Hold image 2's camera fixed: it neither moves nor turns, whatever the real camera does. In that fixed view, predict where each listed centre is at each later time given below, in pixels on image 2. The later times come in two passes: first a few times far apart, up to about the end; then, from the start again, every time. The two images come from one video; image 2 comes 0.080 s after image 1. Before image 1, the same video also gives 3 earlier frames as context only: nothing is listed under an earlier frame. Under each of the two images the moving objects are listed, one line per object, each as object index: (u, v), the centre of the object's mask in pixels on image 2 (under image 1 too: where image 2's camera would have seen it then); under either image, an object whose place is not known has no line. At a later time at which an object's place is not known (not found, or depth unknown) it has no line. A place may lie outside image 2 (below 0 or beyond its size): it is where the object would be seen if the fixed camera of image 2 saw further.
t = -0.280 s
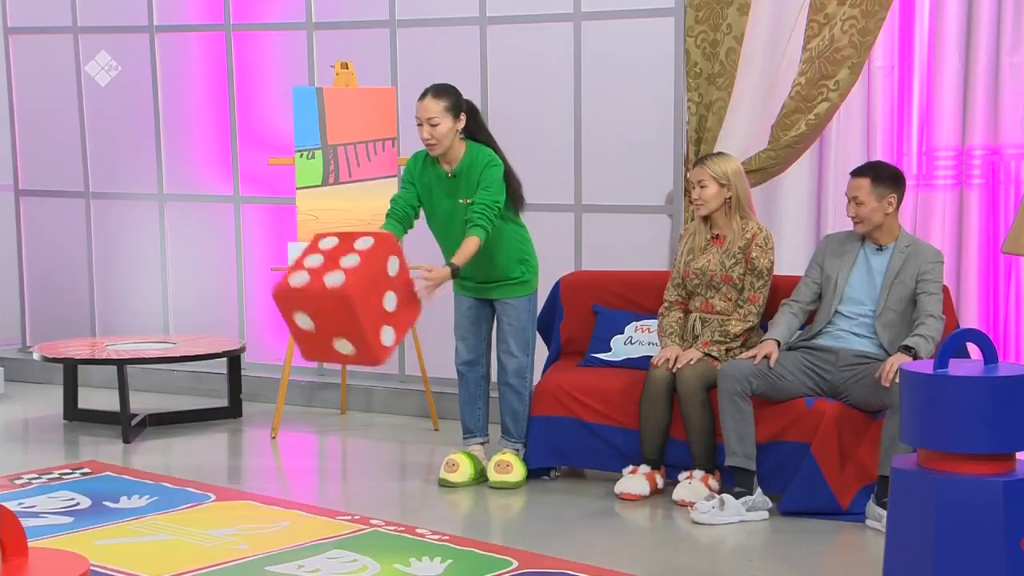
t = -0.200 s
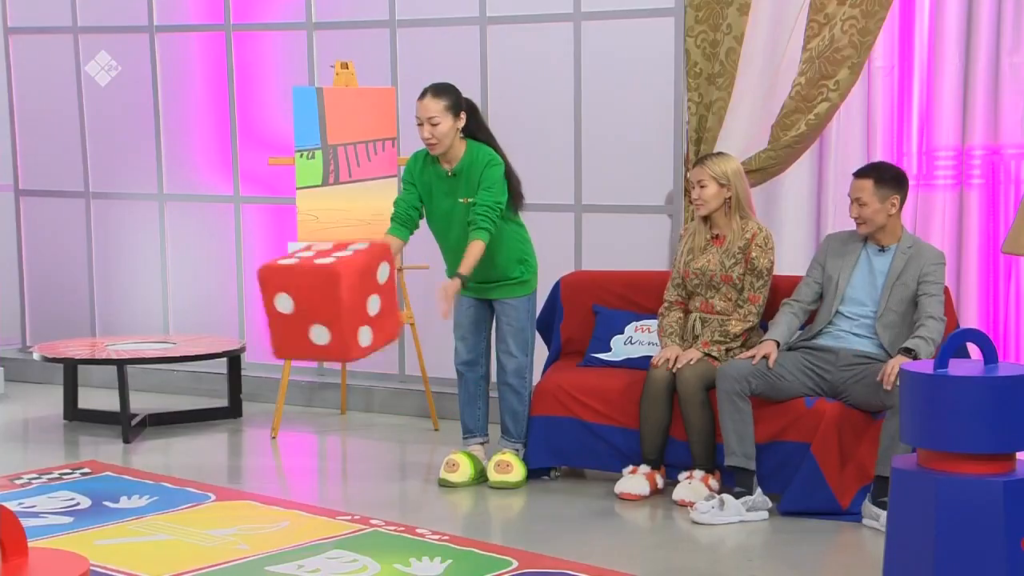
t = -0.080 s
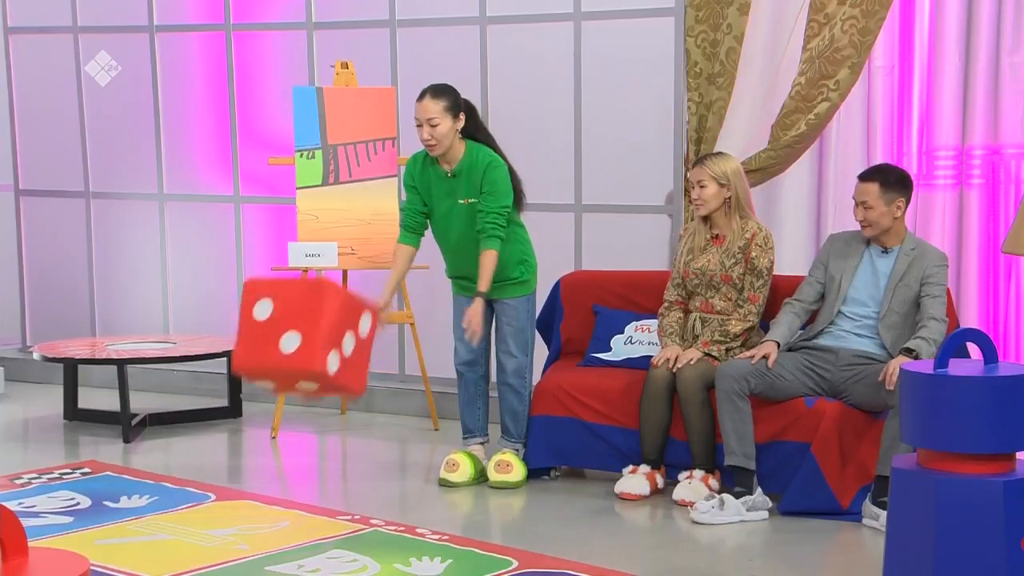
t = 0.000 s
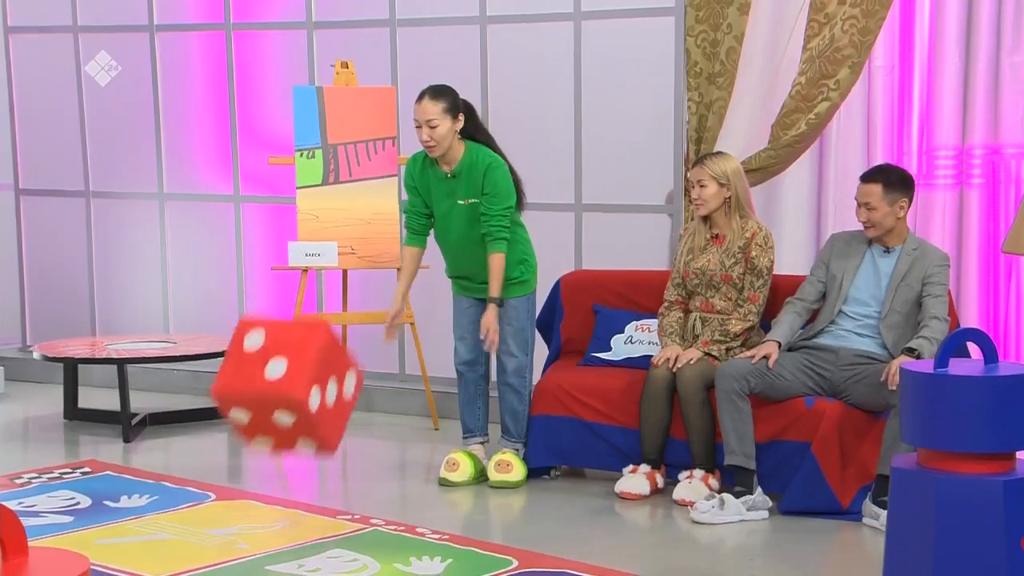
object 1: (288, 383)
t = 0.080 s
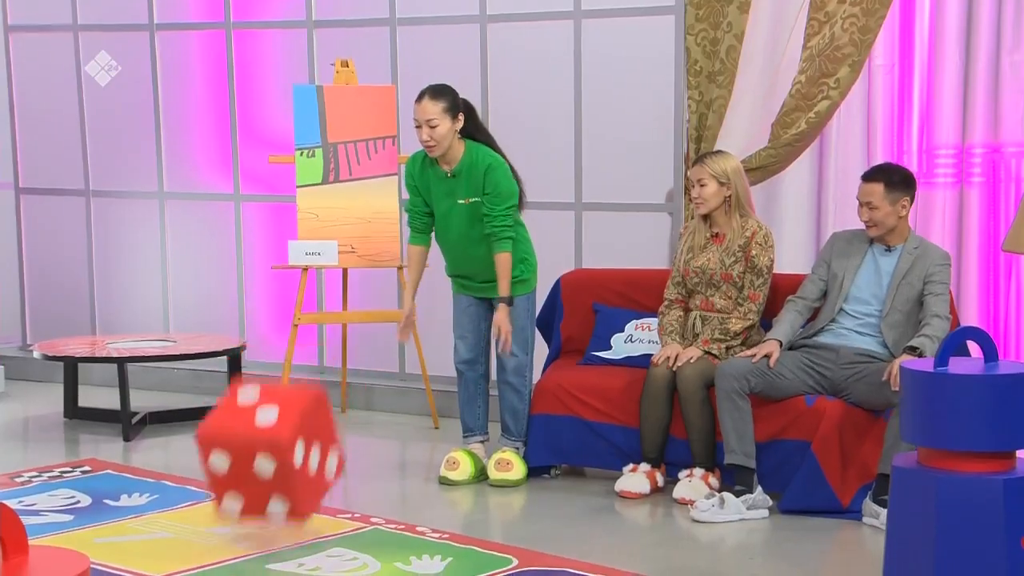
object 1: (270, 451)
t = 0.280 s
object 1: (264, 478)
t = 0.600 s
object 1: (288, 481)
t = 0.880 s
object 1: (293, 480)
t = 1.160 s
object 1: (292, 481)
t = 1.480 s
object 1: (292, 481)
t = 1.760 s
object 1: (292, 481)
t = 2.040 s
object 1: (292, 481)
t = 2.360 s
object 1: (292, 481)
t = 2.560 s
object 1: (292, 481)
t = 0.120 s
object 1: (261, 491)
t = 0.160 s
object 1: (259, 498)
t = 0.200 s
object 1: (259, 491)
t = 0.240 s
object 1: (261, 482)
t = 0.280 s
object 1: (264, 478)
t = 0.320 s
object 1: (266, 475)
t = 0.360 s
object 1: (269, 474)
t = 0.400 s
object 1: (273, 473)
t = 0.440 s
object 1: (277, 472)
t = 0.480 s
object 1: (280, 473)
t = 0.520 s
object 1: (283, 475)
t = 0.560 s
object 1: (286, 477)
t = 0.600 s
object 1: (288, 481)
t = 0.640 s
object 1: (290, 479)
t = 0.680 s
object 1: (292, 476)
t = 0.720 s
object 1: (293, 476)
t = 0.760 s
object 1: (293, 475)
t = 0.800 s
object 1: (294, 477)
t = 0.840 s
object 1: (294, 478)
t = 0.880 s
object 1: (293, 480)
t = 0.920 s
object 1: (292, 480)
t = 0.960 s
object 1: (291, 480)
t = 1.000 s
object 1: (292, 481)
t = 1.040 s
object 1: (292, 481)
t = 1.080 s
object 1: (292, 481)
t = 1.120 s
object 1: (292, 481)
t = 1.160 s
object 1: (292, 481)
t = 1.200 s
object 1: (292, 481)
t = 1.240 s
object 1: (292, 481)
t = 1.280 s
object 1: (292, 481)
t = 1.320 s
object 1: (292, 481)
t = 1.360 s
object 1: (292, 481)
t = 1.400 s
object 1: (292, 481)
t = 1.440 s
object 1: (292, 481)
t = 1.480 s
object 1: (292, 481)
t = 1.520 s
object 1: (292, 481)
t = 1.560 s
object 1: (292, 481)
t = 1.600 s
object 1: (292, 481)
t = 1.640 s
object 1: (292, 481)
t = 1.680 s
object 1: (292, 481)
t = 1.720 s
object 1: (292, 481)
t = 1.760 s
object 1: (292, 481)
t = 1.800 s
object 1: (292, 481)
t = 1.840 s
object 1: (292, 481)
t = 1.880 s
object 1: (292, 481)
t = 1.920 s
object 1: (292, 481)
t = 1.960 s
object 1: (292, 481)
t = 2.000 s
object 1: (292, 481)
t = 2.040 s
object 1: (292, 481)
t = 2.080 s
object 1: (292, 481)
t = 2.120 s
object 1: (292, 481)
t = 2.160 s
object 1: (292, 481)
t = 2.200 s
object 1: (292, 481)
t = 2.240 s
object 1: (292, 481)
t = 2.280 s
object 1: (292, 481)
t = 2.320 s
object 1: (292, 481)
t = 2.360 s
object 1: (292, 481)
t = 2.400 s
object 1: (292, 481)
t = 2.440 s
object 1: (292, 481)
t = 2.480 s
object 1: (292, 481)
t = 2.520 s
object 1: (292, 481)
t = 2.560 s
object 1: (292, 481)
